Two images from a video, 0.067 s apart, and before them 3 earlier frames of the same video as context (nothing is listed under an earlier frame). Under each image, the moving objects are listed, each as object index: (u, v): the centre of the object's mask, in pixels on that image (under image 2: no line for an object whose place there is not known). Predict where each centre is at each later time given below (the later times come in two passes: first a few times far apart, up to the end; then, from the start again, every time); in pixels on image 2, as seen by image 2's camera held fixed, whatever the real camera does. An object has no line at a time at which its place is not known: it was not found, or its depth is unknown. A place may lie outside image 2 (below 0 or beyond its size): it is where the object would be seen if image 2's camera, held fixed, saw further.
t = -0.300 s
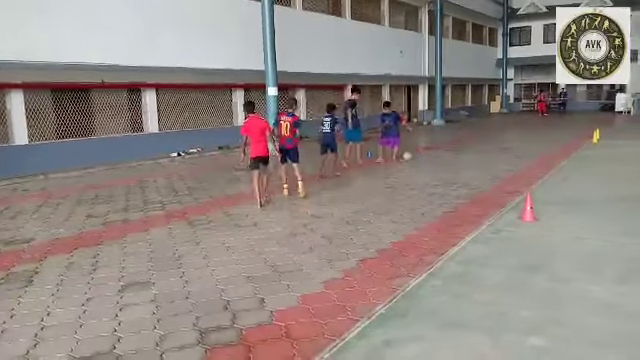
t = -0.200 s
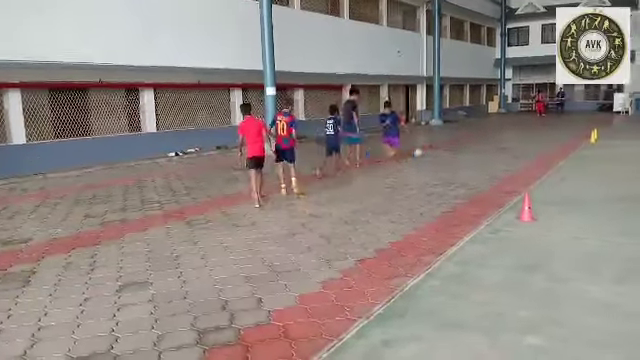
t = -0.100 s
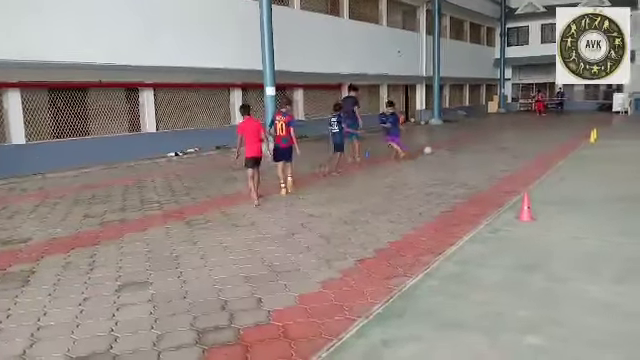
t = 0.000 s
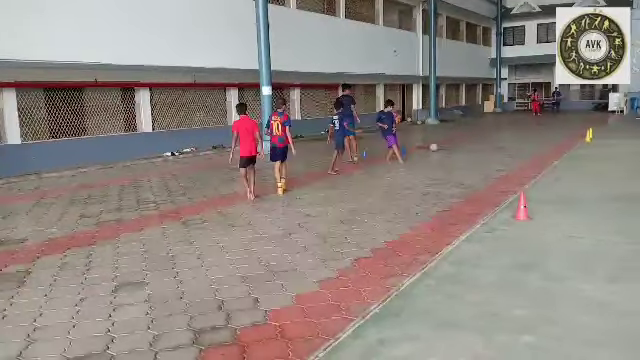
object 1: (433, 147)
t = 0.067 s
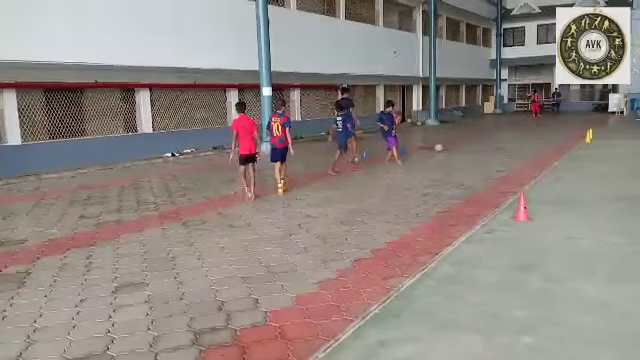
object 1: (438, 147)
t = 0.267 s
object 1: (453, 143)
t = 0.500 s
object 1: (467, 140)
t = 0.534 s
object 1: (470, 140)
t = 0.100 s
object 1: (441, 146)
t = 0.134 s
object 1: (443, 145)
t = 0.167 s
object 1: (445, 145)
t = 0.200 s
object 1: (448, 144)
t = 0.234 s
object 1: (450, 144)
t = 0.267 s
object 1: (453, 143)
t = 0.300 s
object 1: (455, 143)
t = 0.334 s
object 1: (458, 142)
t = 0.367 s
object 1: (460, 141)
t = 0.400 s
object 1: (461, 141)
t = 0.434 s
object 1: (463, 141)
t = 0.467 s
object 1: (466, 140)
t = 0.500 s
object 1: (467, 140)
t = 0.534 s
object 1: (470, 140)
